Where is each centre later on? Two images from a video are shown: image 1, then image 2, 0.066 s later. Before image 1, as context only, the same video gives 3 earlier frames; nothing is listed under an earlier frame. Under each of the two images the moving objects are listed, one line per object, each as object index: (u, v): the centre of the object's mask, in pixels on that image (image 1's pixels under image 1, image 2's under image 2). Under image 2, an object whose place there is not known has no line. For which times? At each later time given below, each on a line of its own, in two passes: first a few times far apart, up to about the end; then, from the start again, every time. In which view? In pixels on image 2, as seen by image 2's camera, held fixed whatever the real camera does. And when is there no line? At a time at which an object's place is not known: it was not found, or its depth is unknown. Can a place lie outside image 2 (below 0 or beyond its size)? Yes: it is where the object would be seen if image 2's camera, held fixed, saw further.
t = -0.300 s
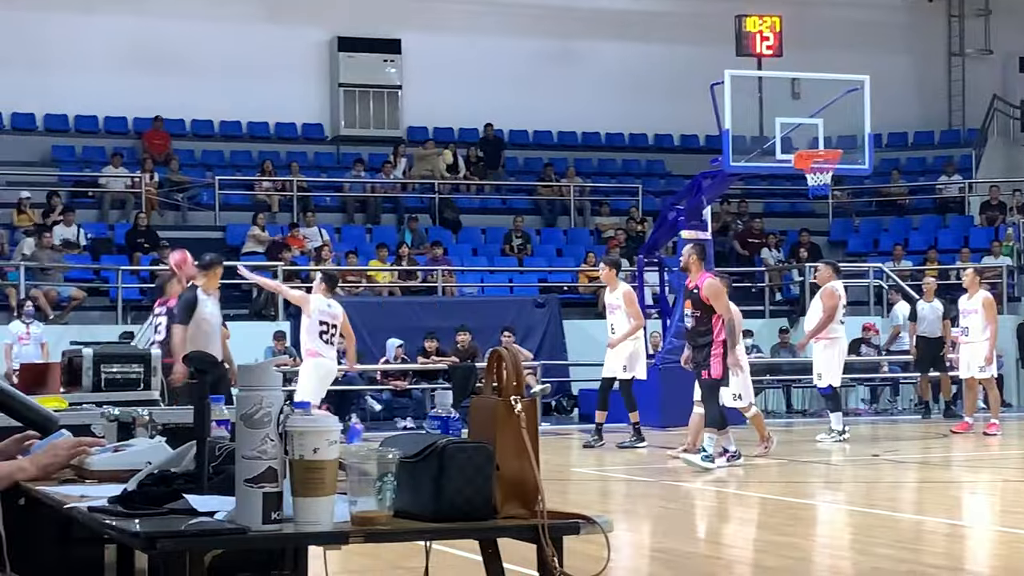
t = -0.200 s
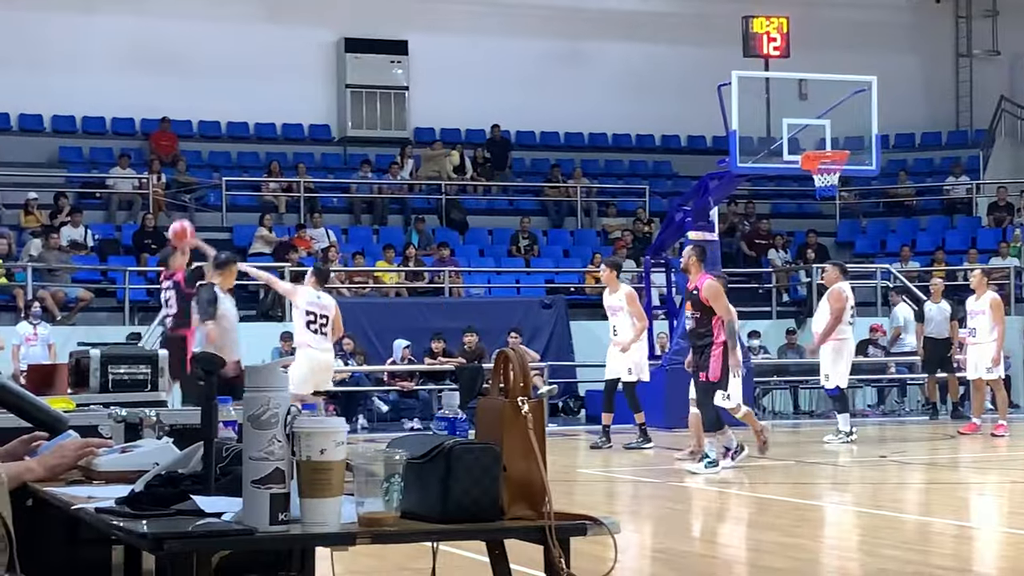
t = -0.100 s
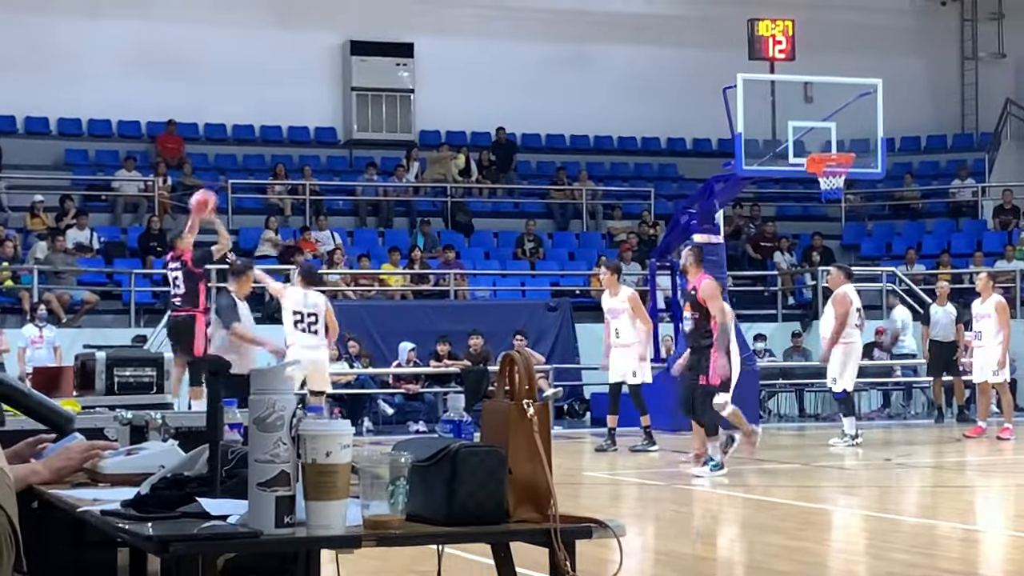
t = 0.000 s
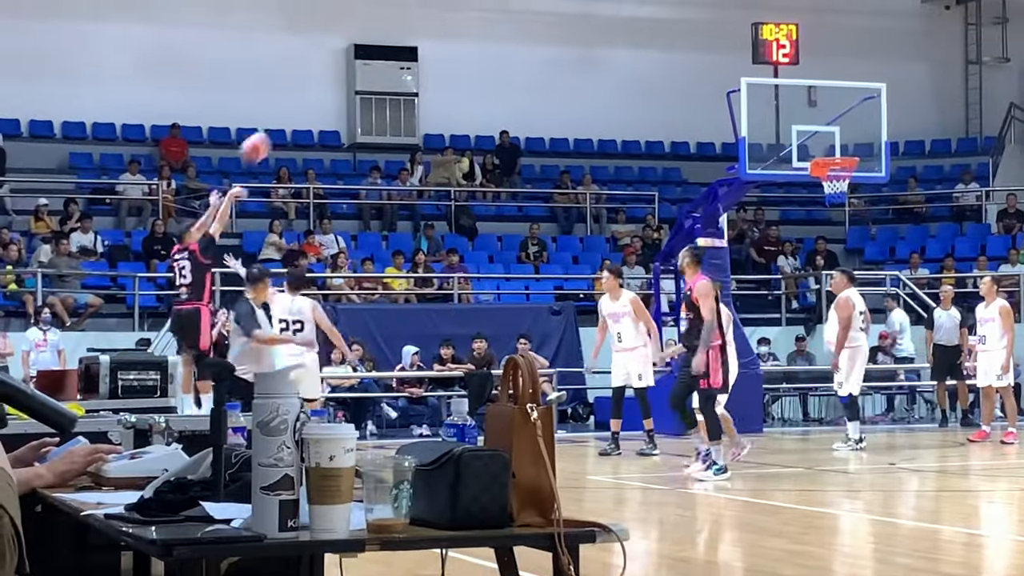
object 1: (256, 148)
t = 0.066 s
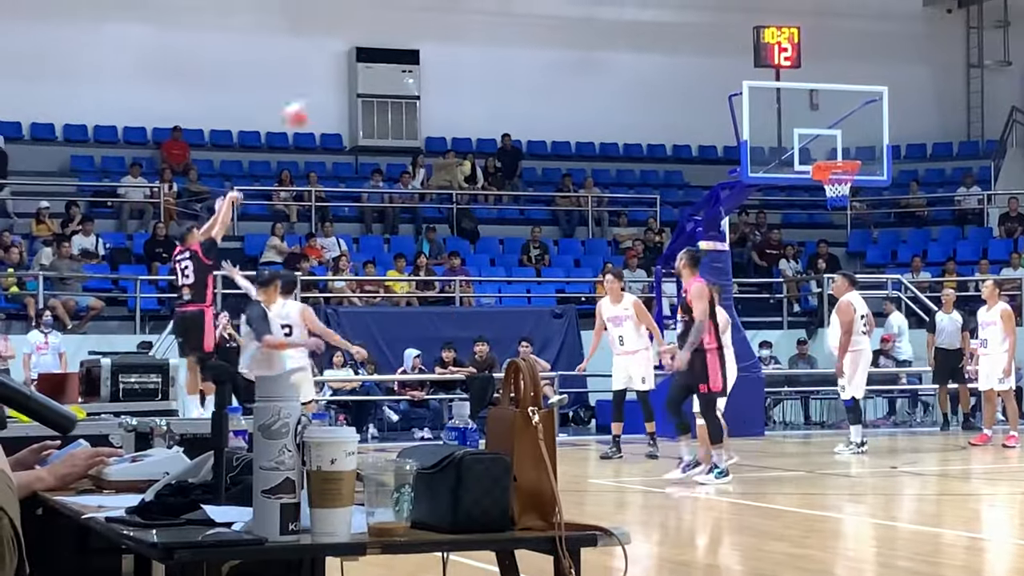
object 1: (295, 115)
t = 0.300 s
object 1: (428, 26)
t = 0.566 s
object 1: (570, -5)
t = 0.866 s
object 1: (712, 38)
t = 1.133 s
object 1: (831, 139)
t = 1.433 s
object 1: (823, 190)
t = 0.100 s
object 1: (318, 98)
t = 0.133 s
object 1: (336, 82)
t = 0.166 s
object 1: (356, 68)
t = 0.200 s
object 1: (374, 55)
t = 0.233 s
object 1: (391, 46)
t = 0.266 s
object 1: (411, 35)
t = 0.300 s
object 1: (428, 26)
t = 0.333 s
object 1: (446, 19)
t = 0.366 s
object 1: (465, 11)
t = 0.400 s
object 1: (483, 6)
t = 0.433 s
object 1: (499, 2)
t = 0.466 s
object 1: (517, -3)
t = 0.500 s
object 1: (534, -5)
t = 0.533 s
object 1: (552, -5)
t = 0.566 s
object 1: (570, -5)
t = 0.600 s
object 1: (585, -4)
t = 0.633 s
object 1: (601, -2)
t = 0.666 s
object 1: (617, 1)
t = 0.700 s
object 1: (634, 4)
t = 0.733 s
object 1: (649, 9)
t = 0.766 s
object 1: (665, 14)
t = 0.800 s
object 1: (681, 21)
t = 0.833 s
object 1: (697, 29)
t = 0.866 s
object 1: (712, 38)
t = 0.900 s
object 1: (727, 46)
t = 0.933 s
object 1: (743, 57)
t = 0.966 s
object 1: (758, 68)
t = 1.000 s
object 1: (773, 81)
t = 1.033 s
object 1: (788, 95)
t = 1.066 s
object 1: (804, 108)
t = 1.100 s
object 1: (817, 122)
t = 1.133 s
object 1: (831, 139)
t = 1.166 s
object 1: (846, 154)
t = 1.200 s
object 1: (849, 162)
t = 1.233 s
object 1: (845, 173)
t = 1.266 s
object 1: (841, 177)
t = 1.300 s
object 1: (840, 178)
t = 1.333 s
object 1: (835, 181)
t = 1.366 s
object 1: (832, 181)
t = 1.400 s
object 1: (830, 183)
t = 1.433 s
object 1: (823, 190)
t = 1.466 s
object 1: (821, 193)
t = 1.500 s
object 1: (818, 199)
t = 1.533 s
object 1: (815, 205)
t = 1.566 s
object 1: (812, 213)
